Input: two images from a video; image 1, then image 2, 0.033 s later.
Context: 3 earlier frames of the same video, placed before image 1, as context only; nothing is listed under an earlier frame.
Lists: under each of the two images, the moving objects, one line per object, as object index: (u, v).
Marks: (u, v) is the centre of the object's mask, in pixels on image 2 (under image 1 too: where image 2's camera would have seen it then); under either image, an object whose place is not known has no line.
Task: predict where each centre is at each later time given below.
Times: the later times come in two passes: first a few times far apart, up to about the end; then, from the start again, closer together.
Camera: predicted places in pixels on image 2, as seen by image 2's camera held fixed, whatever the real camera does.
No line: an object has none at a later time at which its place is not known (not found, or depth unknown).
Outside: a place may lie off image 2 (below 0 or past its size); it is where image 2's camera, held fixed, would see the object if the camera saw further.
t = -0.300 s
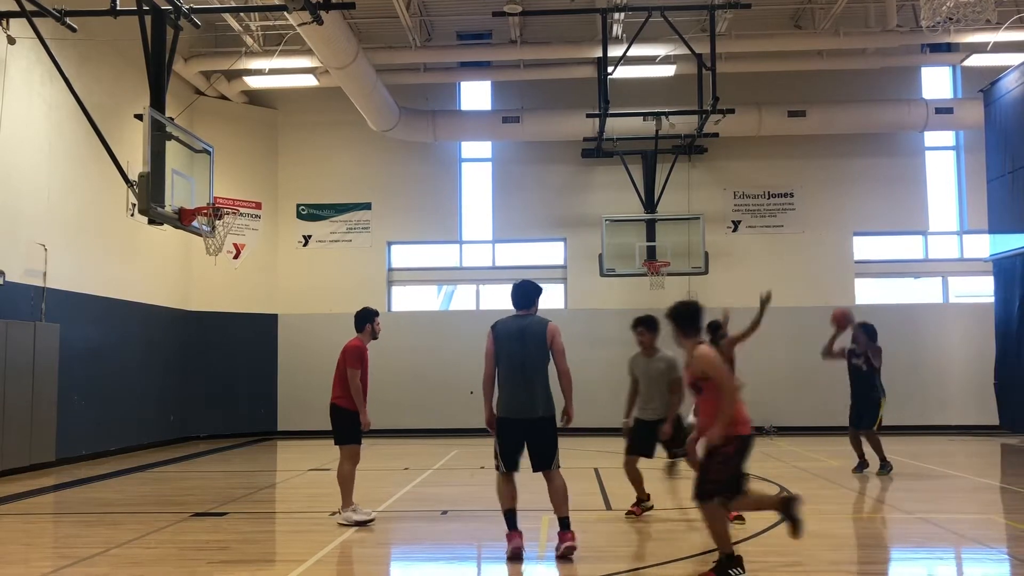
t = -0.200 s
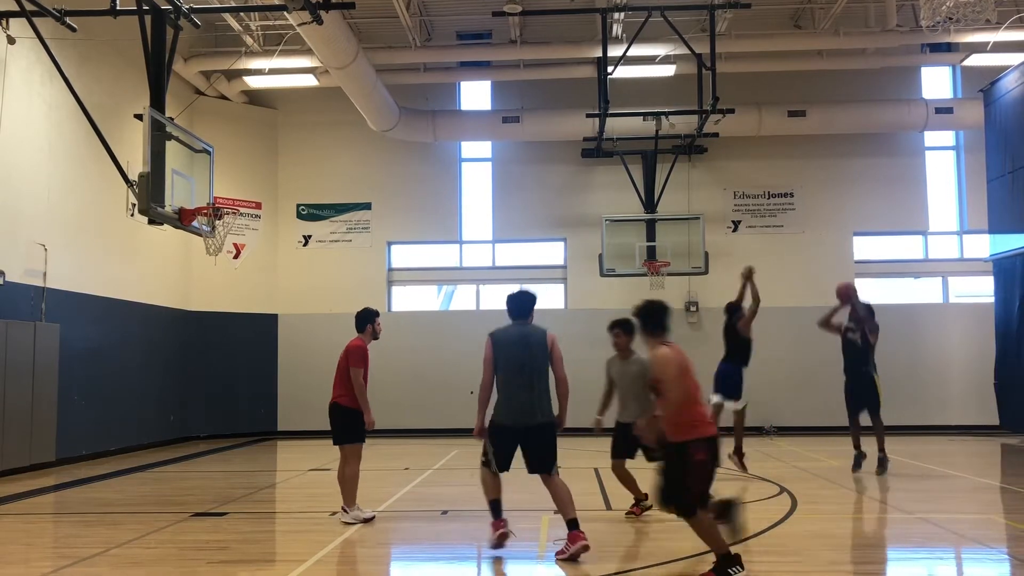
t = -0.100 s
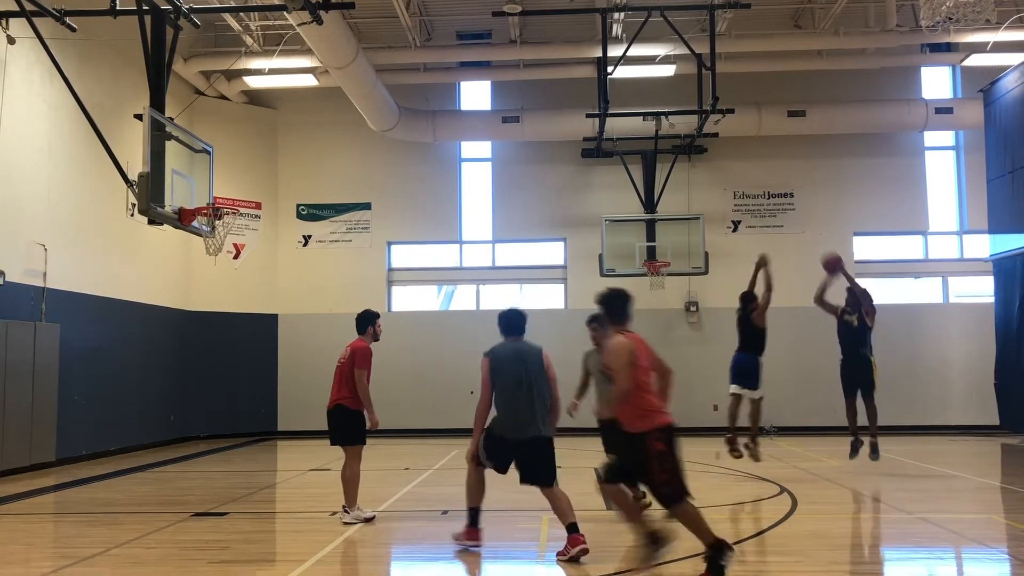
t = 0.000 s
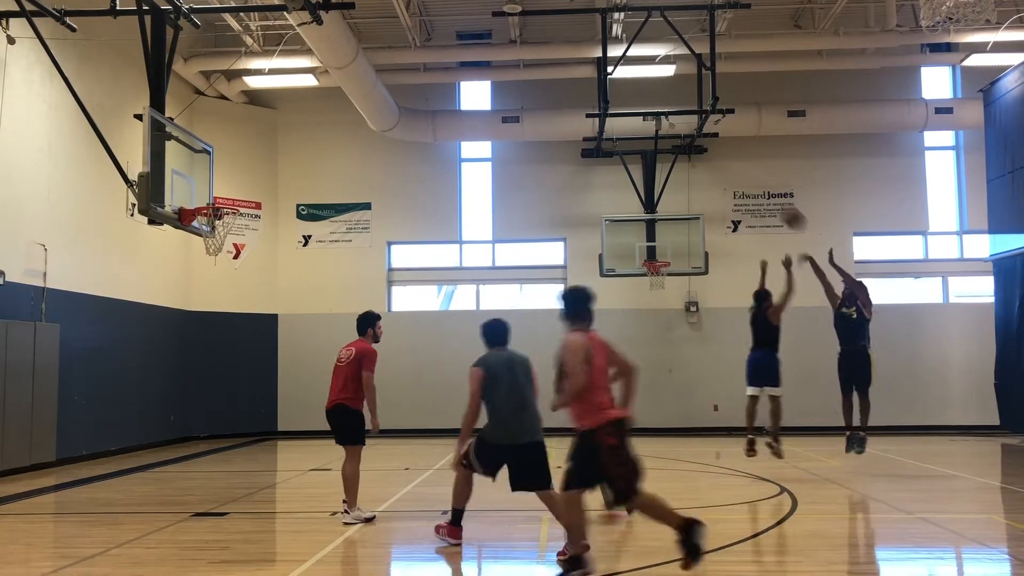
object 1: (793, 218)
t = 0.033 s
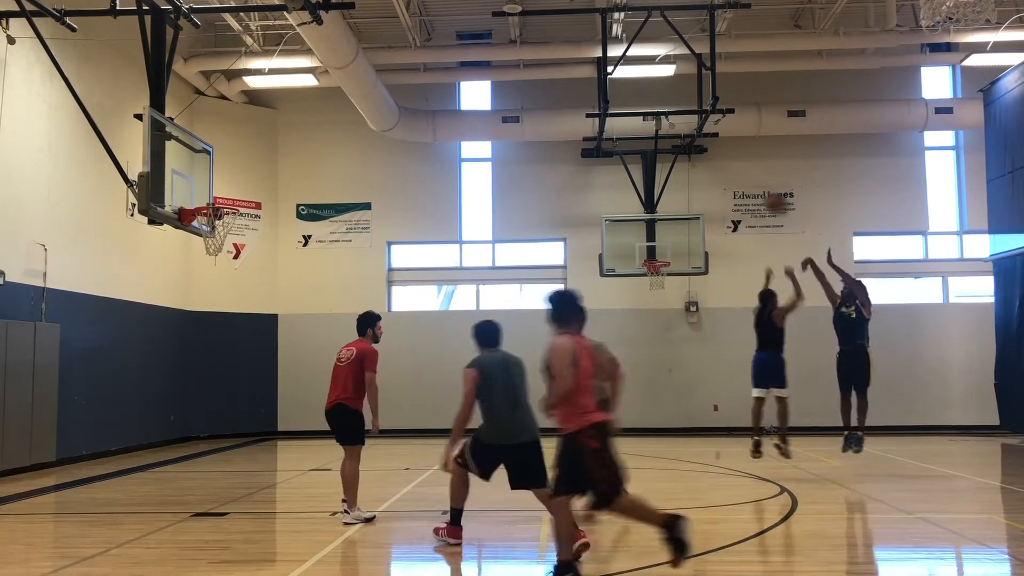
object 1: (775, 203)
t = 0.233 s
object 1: (676, 130)
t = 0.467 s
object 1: (563, 88)
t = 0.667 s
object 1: (466, 82)
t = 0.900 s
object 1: (354, 123)
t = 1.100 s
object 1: (257, 189)
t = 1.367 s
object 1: (264, 171)
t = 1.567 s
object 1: (284, 174)
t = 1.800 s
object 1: (302, 213)
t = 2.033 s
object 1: (321, 286)
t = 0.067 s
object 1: (758, 188)
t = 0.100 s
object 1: (742, 174)
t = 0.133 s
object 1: (726, 163)
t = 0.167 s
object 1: (710, 153)
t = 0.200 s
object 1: (692, 141)
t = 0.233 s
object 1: (676, 130)
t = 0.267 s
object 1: (661, 123)
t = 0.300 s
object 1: (644, 113)
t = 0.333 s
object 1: (629, 105)
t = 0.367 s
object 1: (613, 100)
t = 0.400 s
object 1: (596, 94)
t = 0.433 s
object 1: (580, 91)
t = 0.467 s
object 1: (563, 88)
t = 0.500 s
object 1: (547, 85)
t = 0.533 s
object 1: (530, 83)
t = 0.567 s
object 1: (515, 82)
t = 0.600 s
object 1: (499, 82)
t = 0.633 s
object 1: (483, 81)
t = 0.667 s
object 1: (466, 82)
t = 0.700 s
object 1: (450, 87)
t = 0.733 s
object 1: (434, 91)
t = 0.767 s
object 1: (419, 95)
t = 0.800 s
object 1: (404, 100)
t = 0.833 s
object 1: (387, 107)
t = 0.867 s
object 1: (372, 113)
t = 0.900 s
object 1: (354, 123)
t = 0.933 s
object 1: (338, 131)
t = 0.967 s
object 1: (322, 141)
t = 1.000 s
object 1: (306, 152)
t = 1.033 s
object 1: (290, 163)
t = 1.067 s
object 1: (274, 176)
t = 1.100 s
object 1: (257, 189)
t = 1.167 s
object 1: (242, 201)
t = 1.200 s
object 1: (246, 193)
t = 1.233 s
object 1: (250, 187)
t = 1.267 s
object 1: (253, 182)
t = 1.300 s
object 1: (257, 177)
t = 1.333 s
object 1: (260, 174)
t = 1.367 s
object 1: (264, 171)
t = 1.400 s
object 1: (267, 169)
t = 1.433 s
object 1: (271, 169)
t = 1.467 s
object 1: (274, 169)
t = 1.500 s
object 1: (277, 170)
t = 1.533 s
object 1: (280, 171)
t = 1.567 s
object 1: (284, 174)
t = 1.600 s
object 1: (287, 177)
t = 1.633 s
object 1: (290, 182)
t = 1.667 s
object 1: (292, 186)
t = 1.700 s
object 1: (295, 192)
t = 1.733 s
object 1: (298, 198)
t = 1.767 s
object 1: (301, 205)
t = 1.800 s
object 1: (302, 213)
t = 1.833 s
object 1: (306, 222)
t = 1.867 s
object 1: (309, 231)
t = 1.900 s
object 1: (311, 240)
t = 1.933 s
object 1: (314, 251)
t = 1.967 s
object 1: (316, 263)
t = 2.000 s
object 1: (319, 274)
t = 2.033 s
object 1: (321, 286)
